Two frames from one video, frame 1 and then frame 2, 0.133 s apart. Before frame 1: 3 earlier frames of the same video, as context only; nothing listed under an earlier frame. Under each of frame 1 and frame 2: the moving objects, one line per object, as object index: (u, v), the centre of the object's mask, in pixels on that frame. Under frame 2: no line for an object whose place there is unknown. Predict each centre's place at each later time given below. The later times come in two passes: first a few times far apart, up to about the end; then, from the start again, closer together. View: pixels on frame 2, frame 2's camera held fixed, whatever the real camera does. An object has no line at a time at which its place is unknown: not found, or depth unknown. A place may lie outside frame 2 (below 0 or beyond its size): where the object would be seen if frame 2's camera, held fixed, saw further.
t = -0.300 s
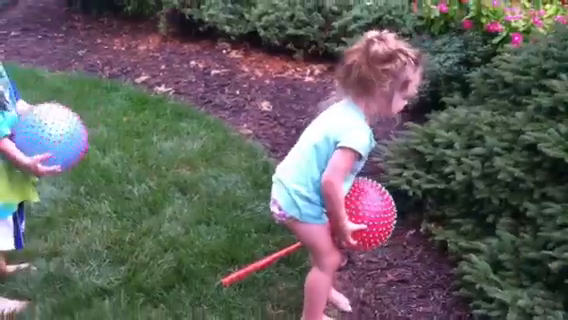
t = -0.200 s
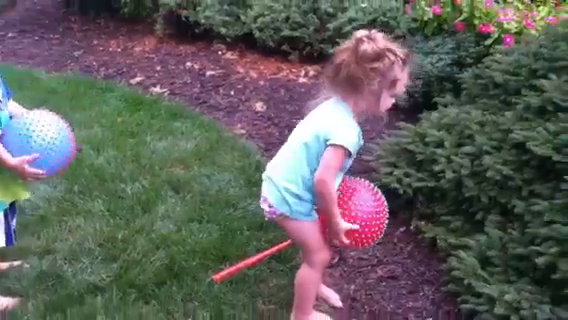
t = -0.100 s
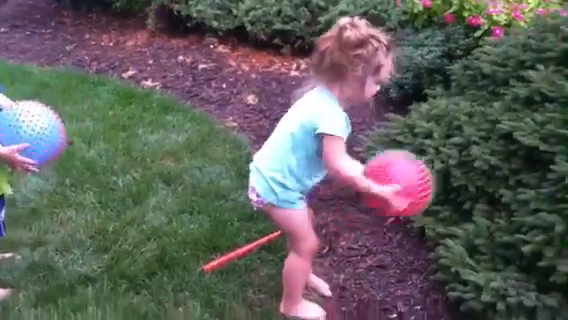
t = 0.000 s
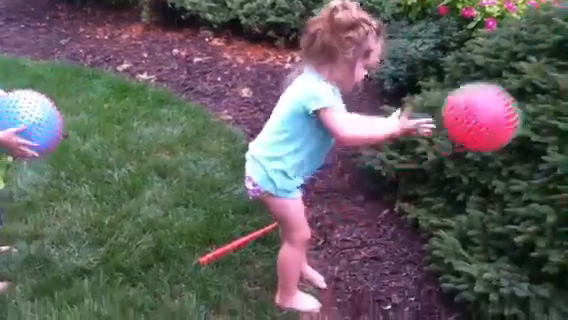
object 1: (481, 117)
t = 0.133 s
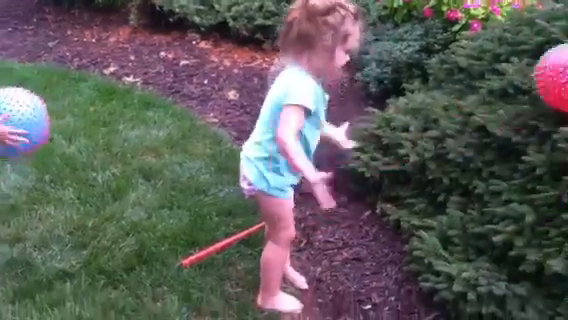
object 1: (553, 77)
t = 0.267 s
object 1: (581, 39)
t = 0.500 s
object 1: (597, 34)
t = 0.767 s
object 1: (571, 65)
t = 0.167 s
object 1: (564, 69)
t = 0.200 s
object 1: (570, 57)
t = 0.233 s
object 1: (576, 46)
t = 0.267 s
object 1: (581, 39)
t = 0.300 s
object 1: (587, 34)
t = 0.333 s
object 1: (593, 34)
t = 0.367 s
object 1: (597, 35)
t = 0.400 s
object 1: (599, 37)
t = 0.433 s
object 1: (600, 37)
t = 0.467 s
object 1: (599, 35)
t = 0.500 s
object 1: (597, 34)
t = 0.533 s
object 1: (594, 35)
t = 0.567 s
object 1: (592, 38)
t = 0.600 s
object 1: (590, 42)
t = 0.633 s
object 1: (587, 45)
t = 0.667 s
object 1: (585, 49)
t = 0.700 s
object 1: (581, 54)
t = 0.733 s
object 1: (577, 60)
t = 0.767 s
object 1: (571, 65)
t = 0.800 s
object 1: (564, 70)
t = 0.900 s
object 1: (539, 85)
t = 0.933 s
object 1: (529, 93)
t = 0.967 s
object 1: (519, 102)
